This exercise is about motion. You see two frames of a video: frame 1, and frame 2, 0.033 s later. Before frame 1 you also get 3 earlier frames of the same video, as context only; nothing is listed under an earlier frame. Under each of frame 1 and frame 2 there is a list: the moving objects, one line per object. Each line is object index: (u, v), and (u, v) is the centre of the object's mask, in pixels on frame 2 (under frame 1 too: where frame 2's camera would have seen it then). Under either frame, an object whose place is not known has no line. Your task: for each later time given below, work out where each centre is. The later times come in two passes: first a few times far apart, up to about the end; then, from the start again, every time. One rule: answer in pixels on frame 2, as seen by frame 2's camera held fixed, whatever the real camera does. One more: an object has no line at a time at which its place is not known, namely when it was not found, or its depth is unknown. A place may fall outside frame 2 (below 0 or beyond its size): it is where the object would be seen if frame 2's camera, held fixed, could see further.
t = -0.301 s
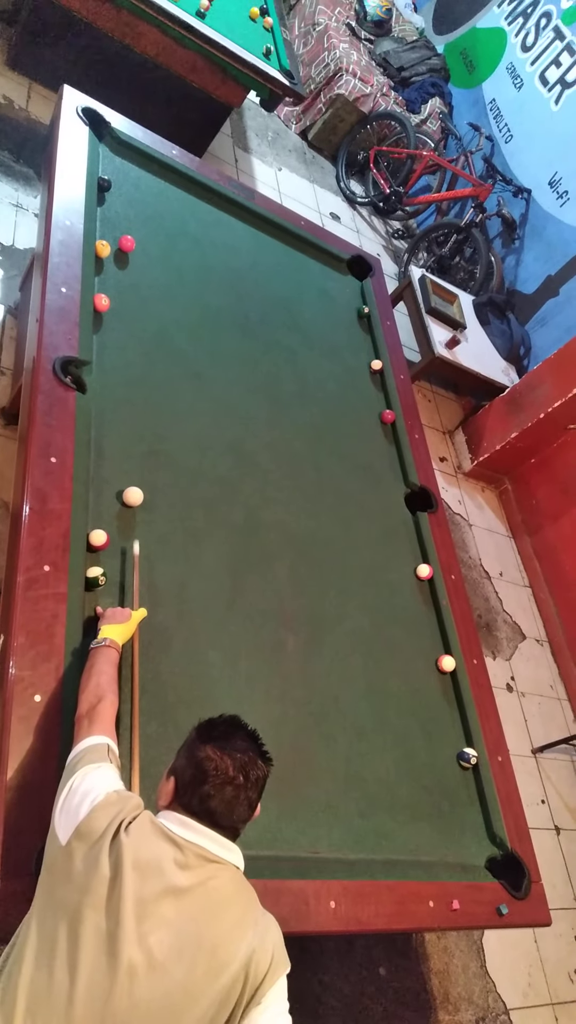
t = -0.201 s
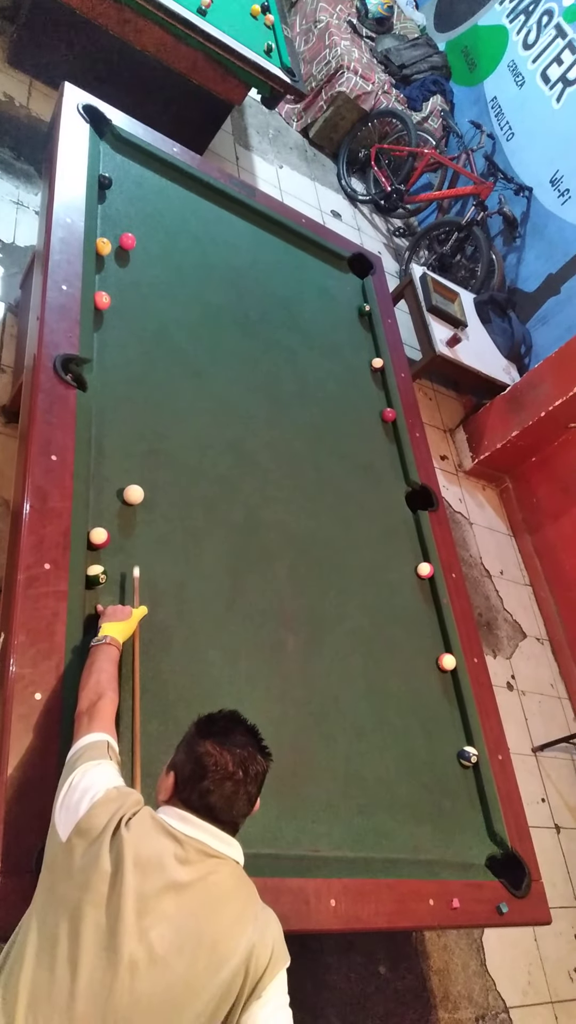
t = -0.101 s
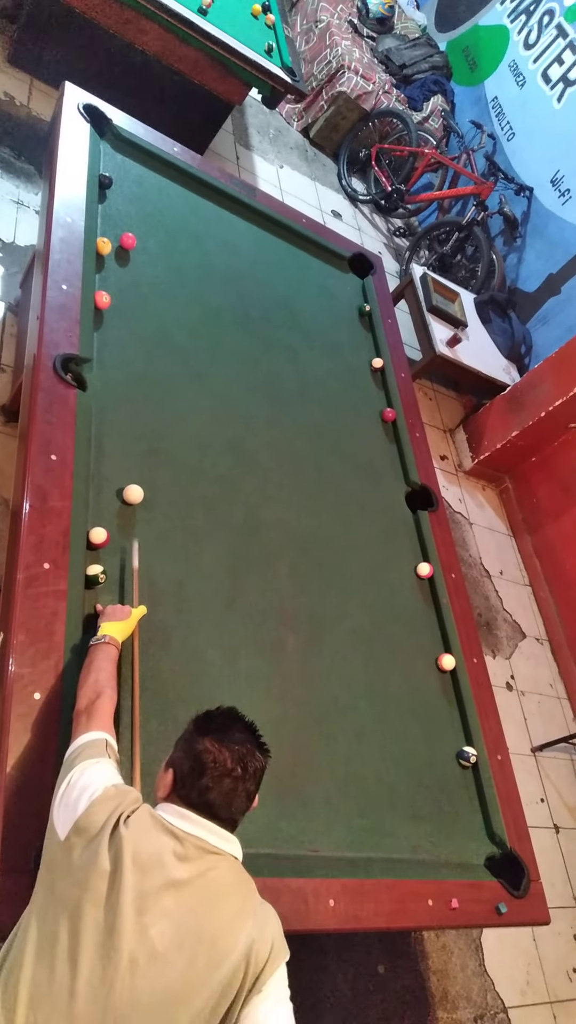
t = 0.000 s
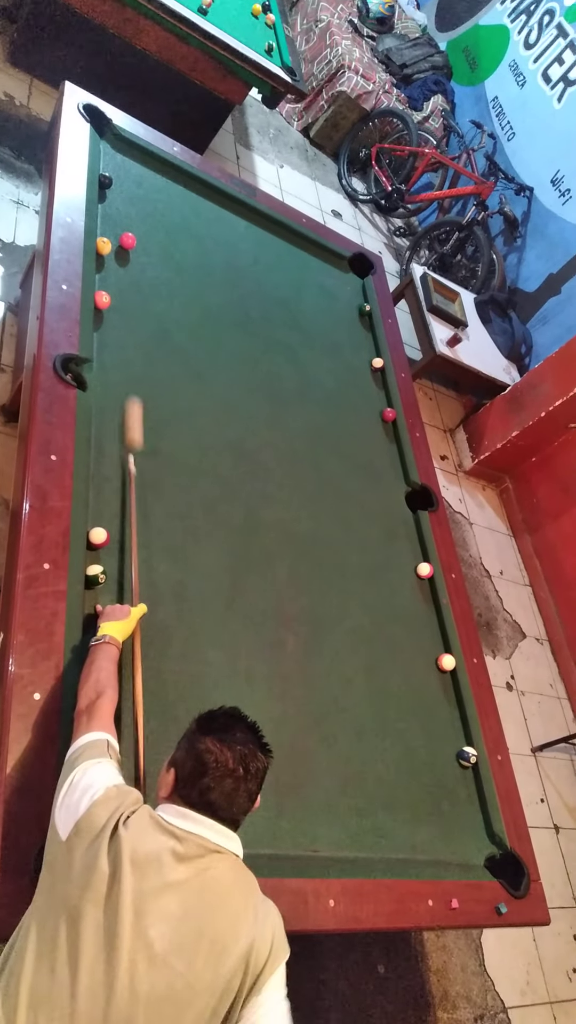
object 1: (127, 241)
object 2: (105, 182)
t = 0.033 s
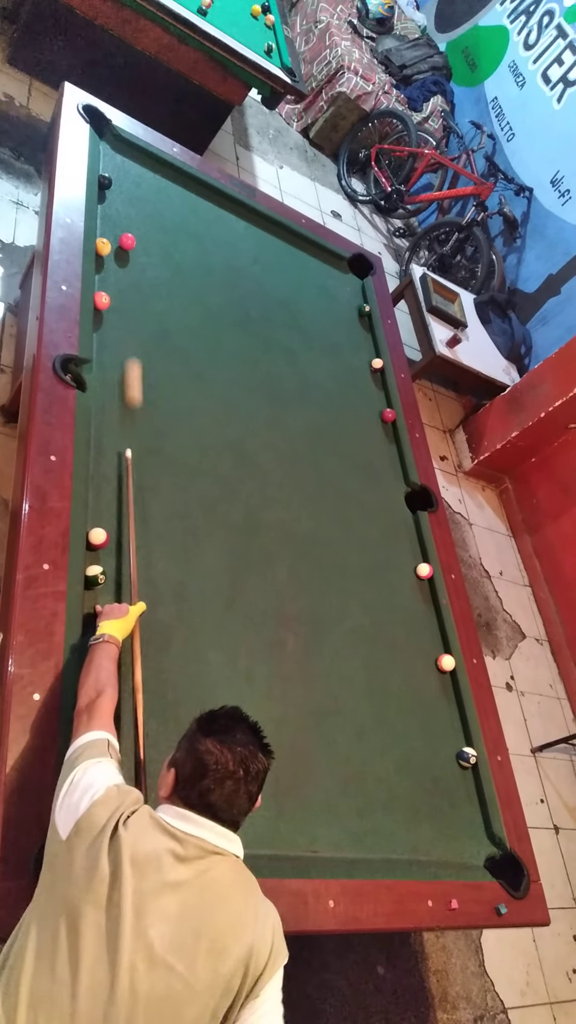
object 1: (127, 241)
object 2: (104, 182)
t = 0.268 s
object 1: (113, 195)
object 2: (105, 178)
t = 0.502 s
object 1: (158, 211)
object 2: (113, 158)
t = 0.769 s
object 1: (203, 226)
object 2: (122, 145)
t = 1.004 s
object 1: (238, 239)
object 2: (129, 160)
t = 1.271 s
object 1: (274, 251)
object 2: (137, 177)
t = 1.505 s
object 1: (303, 261)
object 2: (144, 190)
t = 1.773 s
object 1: (333, 271)
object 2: (151, 204)
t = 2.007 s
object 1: (357, 279)
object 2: (156, 215)
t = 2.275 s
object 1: (347, 280)
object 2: (162, 227)
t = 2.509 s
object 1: (337, 281)
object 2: (167, 236)
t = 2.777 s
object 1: (326, 282)
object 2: (172, 244)
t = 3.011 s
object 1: (316, 282)
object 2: (177, 250)
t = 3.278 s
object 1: (306, 281)
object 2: (180, 256)
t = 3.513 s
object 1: (297, 281)
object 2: (183, 260)
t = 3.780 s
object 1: (289, 280)
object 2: (185, 262)
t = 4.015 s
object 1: (282, 280)
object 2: (186, 263)
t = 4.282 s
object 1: (275, 279)
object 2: (186, 264)
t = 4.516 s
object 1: (270, 278)
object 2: (186, 263)
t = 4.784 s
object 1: (264, 277)
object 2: (186, 264)
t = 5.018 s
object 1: (261, 277)
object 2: (187, 263)
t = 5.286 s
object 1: (258, 276)
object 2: (186, 263)
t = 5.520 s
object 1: (256, 276)
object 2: (186, 264)
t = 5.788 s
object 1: (256, 276)
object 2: (187, 264)
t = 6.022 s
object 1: (257, 276)
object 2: (187, 263)
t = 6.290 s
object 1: (256, 276)
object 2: (186, 263)
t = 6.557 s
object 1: (256, 276)
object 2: (187, 264)
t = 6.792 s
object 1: (256, 276)
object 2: (187, 263)
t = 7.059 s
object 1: (256, 276)
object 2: (187, 263)
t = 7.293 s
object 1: (256, 276)
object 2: (187, 264)
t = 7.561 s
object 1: (257, 276)
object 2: (187, 264)
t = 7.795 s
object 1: (256, 276)
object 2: (187, 264)
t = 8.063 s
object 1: (256, 276)
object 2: (187, 263)
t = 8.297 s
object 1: (256, 276)
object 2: (186, 264)
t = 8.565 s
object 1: (256, 276)
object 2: (187, 263)
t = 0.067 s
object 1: (127, 241)
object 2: (105, 182)
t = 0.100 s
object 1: (127, 241)
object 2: (104, 182)
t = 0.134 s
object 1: (127, 241)
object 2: (105, 182)
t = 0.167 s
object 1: (124, 234)
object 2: (105, 182)
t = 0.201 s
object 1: (111, 210)
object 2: (104, 182)
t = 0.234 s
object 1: (106, 194)
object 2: (104, 179)
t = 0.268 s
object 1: (113, 195)
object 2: (105, 178)
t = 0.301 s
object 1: (121, 198)
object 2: (106, 175)
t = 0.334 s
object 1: (128, 200)
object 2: (107, 173)
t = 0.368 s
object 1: (134, 203)
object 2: (108, 170)
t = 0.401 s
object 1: (140, 205)
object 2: (109, 167)
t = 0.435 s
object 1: (147, 207)
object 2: (110, 164)
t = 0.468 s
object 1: (152, 209)
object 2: (112, 161)
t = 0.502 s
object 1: (158, 211)
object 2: (113, 158)
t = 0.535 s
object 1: (164, 213)
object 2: (114, 155)
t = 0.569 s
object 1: (170, 215)
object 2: (115, 153)
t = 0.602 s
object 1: (176, 217)
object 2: (116, 150)
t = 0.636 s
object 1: (181, 219)
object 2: (117, 148)
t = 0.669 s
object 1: (187, 221)
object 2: (118, 145)
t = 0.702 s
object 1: (192, 223)
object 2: (119, 143)
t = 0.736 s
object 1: (198, 224)
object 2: (119, 143)
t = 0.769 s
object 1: (203, 226)
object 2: (122, 145)
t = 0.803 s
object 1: (208, 228)
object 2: (124, 147)
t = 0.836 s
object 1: (213, 230)
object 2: (124, 150)
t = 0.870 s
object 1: (218, 232)
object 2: (125, 152)
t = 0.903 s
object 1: (224, 233)
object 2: (126, 154)
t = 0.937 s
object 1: (228, 235)
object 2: (127, 156)
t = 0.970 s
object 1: (233, 237)
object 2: (128, 158)
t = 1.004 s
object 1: (238, 239)
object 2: (129, 160)
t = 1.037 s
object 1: (243, 240)
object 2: (130, 162)
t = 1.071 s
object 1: (247, 242)
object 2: (131, 165)
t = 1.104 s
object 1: (252, 244)
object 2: (132, 167)
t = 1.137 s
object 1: (257, 245)
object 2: (133, 169)
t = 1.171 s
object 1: (261, 246)
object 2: (134, 172)
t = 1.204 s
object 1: (265, 248)
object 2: (135, 173)
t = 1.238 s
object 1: (270, 249)
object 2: (136, 175)
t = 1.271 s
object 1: (274, 251)
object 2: (137, 177)
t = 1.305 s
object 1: (279, 253)
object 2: (138, 179)
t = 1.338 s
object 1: (283, 254)
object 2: (139, 181)
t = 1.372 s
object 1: (287, 255)
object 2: (140, 183)
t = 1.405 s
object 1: (291, 257)
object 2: (141, 185)
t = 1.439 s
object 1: (295, 258)
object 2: (142, 187)
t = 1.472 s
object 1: (299, 260)
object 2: (143, 189)
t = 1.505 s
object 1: (303, 261)
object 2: (144, 190)
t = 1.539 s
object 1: (307, 262)
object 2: (144, 192)
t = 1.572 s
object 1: (311, 264)
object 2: (145, 194)
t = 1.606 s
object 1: (315, 265)
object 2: (146, 195)
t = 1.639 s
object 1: (318, 266)
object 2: (147, 198)
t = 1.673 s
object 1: (323, 267)
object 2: (148, 199)
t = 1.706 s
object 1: (326, 269)
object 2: (149, 201)
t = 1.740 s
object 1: (330, 270)
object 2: (150, 203)
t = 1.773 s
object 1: (333, 271)
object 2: (151, 204)
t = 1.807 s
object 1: (337, 272)
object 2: (151, 206)
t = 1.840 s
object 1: (340, 274)
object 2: (152, 208)
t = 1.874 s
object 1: (343, 275)
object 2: (153, 209)
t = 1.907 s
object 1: (347, 276)
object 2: (154, 211)
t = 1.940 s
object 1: (350, 277)
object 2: (155, 212)
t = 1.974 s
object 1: (354, 278)
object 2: (156, 214)
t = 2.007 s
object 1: (357, 279)
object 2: (156, 215)
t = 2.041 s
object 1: (356, 279)
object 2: (157, 217)
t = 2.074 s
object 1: (355, 280)
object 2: (158, 219)
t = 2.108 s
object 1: (354, 280)
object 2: (159, 220)
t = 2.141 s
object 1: (352, 280)
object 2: (160, 222)
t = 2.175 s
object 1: (351, 280)
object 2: (160, 223)
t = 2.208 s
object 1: (349, 280)
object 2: (161, 224)
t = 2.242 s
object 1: (348, 280)
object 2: (162, 226)
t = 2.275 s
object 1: (347, 280)
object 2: (162, 227)
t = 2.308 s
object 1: (345, 281)
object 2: (163, 228)
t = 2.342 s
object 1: (344, 281)
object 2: (164, 229)
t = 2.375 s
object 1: (342, 281)
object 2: (165, 231)
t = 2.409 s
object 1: (341, 281)
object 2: (165, 232)
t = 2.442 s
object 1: (339, 281)
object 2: (166, 233)
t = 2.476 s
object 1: (338, 281)
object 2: (167, 234)
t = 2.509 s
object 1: (337, 281)
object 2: (167, 236)
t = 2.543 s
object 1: (335, 282)
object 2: (168, 237)
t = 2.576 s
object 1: (334, 282)
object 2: (169, 238)
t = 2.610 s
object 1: (332, 282)
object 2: (169, 239)
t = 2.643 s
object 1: (331, 282)
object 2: (170, 240)
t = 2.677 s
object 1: (330, 282)
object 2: (171, 241)
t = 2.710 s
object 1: (328, 282)
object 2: (171, 242)
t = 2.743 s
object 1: (327, 282)
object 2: (172, 243)
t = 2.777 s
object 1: (326, 282)
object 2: (172, 244)
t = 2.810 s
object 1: (324, 282)
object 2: (173, 245)
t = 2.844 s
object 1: (323, 282)
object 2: (174, 246)
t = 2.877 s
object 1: (322, 282)
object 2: (174, 247)
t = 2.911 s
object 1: (320, 282)
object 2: (175, 248)
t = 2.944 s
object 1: (319, 282)
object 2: (175, 249)
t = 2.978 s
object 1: (318, 282)
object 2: (176, 249)
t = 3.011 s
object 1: (316, 282)
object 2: (177, 250)
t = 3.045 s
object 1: (315, 282)
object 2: (177, 251)
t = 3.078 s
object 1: (314, 282)
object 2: (178, 252)
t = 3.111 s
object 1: (312, 282)
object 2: (178, 253)
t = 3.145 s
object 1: (311, 282)
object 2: (179, 253)
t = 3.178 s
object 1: (310, 282)
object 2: (179, 254)
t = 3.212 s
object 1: (308, 282)
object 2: (179, 254)
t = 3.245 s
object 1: (307, 281)
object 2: (180, 255)
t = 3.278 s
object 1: (306, 281)
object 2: (180, 256)
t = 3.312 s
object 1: (305, 281)
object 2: (181, 256)
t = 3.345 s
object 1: (303, 281)
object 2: (181, 257)
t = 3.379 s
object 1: (302, 281)
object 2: (181, 258)
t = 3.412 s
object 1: (301, 281)
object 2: (182, 258)
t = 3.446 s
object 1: (299, 281)
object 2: (182, 259)
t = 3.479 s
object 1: (299, 281)
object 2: (183, 259)
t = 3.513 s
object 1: (297, 281)
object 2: (183, 260)
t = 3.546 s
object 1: (296, 281)
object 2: (183, 260)
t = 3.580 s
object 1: (295, 281)
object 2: (184, 260)
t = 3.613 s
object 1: (294, 281)
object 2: (184, 260)
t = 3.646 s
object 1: (293, 280)
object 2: (184, 261)
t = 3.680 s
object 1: (292, 280)
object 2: (185, 261)
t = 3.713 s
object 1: (291, 280)
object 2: (185, 262)
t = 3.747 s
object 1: (290, 280)
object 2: (185, 262)
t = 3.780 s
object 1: (289, 280)
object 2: (185, 262)
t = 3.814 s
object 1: (288, 280)
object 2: (185, 262)
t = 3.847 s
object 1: (287, 280)
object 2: (186, 263)
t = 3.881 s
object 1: (286, 280)
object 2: (186, 263)
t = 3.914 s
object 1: (285, 280)
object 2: (186, 263)
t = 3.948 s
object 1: (284, 280)
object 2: (186, 263)
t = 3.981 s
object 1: (283, 280)
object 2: (186, 263)
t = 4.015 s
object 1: (282, 280)
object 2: (186, 263)
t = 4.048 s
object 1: (281, 280)
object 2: (186, 263)
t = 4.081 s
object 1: (280, 280)
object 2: (186, 264)
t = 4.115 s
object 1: (279, 280)
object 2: (186, 264)
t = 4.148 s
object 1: (278, 280)
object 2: (186, 264)
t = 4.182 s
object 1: (277, 279)
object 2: (187, 263)
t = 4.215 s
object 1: (277, 279)
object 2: (187, 263)
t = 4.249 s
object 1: (276, 279)
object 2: (187, 264)
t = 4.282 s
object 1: (275, 279)
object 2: (186, 264)
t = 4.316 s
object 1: (274, 279)
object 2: (186, 264)
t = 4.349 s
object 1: (273, 279)
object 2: (187, 264)
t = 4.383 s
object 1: (273, 279)
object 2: (187, 263)
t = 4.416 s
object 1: (272, 279)
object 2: (186, 263)
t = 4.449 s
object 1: (271, 279)
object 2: (187, 263)
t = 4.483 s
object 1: (270, 278)
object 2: (187, 263)
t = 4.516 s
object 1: (270, 278)
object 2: (186, 263)
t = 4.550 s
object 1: (269, 278)
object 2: (186, 263)
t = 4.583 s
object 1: (268, 278)
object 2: (187, 264)
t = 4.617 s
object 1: (268, 278)
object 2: (186, 263)
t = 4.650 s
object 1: (267, 278)
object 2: (186, 263)
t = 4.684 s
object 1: (266, 278)
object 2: (187, 264)
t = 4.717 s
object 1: (266, 278)
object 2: (186, 264)
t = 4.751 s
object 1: (265, 278)
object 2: (186, 264)
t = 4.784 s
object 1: (264, 277)
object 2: (186, 264)
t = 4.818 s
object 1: (264, 277)
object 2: (187, 263)
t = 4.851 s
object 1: (263, 278)
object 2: (187, 264)
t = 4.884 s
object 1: (263, 277)
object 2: (187, 263)
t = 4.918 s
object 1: (263, 277)
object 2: (187, 263)
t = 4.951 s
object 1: (262, 277)
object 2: (187, 263)
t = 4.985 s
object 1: (262, 277)
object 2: (187, 263)
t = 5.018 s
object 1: (261, 277)
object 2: (187, 263)
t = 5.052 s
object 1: (261, 277)
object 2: (187, 263)
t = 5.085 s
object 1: (260, 277)
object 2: (187, 263)
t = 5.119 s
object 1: (260, 276)
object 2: (187, 263)
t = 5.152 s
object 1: (259, 277)
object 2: (186, 263)
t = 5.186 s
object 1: (259, 276)
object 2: (186, 264)
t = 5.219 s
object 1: (258, 276)
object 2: (186, 264)
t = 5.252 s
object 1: (258, 276)
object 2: (186, 263)
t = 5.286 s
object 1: (258, 276)
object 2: (186, 263)
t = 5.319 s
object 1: (258, 276)
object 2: (186, 263)
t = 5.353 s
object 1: (257, 276)
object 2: (186, 264)
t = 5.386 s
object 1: (257, 276)
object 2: (186, 263)
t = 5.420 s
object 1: (257, 276)
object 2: (186, 263)
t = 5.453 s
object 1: (257, 276)
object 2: (187, 263)
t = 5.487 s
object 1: (256, 276)
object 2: (186, 263)
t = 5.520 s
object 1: (256, 276)
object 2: (186, 264)
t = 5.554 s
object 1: (256, 276)
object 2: (187, 263)
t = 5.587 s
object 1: (256, 276)
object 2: (186, 263)
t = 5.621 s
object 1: (256, 276)
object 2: (186, 263)
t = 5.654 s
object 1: (256, 276)
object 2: (186, 264)
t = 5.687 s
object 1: (256, 276)
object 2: (186, 264)
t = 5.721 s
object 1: (256, 276)
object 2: (186, 263)
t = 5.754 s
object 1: (256, 276)
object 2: (186, 263)
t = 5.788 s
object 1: (256, 276)
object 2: (187, 264)
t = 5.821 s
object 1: (256, 276)
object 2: (186, 264)
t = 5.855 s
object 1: (256, 276)
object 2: (186, 264)
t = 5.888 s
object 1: (256, 276)
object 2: (187, 263)
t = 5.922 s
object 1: (256, 276)
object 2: (187, 264)
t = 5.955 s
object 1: (256, 276)
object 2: (187, 264)
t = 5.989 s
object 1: (257, 276)
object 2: (187, 263)
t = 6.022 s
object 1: (257, 276)
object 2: (187, 263)
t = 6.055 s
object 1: (257, 276)
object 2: (187, 263)
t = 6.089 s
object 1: (256, 276)
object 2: (187, 263)
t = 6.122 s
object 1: (256, 276)
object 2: (187, 263)
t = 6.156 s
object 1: (257, 276)
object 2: (187, 264)
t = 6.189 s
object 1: (256, 276)
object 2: (186, 264)
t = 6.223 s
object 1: (257, 276)
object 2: (187, 264)
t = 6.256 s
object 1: (256, 276)
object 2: (187, 263)
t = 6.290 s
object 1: (256, 276)
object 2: (186, 263)
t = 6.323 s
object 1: (256, 276)
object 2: (186, 264)
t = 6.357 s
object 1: (256, 276)
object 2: (186, 263)
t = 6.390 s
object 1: (256, 276)
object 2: (187, 264)
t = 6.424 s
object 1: (256, 276)
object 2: (186, 264)
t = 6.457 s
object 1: (256, 276)
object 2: (186, 263)
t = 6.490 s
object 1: (256, 276)
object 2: (186, 263)
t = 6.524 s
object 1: (256, 276)
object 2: (186, 264)
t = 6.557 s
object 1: (256, 276)
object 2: (187, 264)
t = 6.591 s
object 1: (256, 276)
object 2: (186, 264)
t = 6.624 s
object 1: (256, 276)
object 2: (186, 264)
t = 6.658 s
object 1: (256, 276)
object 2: (186, 264)
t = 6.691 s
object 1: (256, 276)
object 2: (186, 264)
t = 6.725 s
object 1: (256, 276)
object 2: (186, 263)
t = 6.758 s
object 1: (256, 276)
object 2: (186, 264)
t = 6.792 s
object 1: (256, 276)
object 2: (187, 263)
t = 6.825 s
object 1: (256, 276)
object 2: (187, 264)
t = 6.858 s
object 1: (256, 276)
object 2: (187, 264)
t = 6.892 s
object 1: (256, 276)
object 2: (187, 263)
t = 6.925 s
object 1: (257, 276)
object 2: (187, 264)
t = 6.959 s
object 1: (256, 276)
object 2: (187, 264)
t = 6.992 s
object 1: (256, 276)
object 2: (187, 263)
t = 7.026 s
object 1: (256, 276)
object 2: (187, 264)
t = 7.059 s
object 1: (256, 276)
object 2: (187, 263)
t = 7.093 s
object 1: (256, 276)
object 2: (187, 264)
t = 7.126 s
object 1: (256, 276)
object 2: (187, 264)
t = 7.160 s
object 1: (256, 276)
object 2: (187, 263)
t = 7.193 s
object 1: (256, 276)
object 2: (187, 264)
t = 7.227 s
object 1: (256, 276)
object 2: (186, 264)
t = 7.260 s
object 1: (256, 276)
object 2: (187, 263)
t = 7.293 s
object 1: (256, 276)
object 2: (187, 264)
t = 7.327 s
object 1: (256, 276)
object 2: (186, 264)
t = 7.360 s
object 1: (256, 276)
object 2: (186, 263)
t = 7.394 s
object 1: (256, 276)
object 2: (186, 264)
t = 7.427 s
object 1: (256, 276)
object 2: (186, 264)
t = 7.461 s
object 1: (256, 276)
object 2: (186, 264)
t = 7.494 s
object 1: (256, 276)
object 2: (187, 263)
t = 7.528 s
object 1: (256, 276)
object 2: (186, 263)
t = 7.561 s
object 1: (257, 276)
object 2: (187, 264)
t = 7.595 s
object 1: (257, 276)
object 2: (187, 264)
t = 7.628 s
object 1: (256, 276)
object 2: (186, 263)
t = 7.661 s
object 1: (256, 276)
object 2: (186, 263)
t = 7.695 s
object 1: (256, 276)
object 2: (187, 264)
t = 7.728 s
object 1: (256, 276)
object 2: (187, 264)
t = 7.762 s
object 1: (256, 276)
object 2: (187, 264)
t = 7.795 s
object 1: (256, 276)
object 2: (187, 264)
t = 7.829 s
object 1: (256, 276)
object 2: (187, 264)
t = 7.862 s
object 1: (256, 276)
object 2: (186, 264)
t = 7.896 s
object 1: (256, 276)
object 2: (187, 263)
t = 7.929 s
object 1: (256, 276)
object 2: (187, 263)
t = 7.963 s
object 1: (256, 276)
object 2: (187, 264)
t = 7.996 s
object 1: (256, 276)
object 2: (187, 264)
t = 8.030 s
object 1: (256, 276)
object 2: (187, 263)
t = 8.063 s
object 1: (256, 276)
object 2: (187, 263)
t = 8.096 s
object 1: (256, 276)
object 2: (187, 264)
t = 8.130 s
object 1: (256, 276)
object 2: (187, 263)
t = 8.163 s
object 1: (256, 276)
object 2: (187, 263)
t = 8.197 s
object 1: (256, 276)
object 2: (187, 263)
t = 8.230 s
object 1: (256, 276)
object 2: (187, 263)
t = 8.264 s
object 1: (256, 276)
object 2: (186, 264)
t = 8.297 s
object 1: (256, 276)
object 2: (186, 264)
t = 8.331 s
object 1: (256, 276)
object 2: (186, 264)
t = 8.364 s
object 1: (256, 276)
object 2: (187, 263)
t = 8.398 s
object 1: (256, 276)
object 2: (187, 263)
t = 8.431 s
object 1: (256, 276)
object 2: (186, 264)
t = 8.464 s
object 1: (256, 276)
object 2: (187, 263)
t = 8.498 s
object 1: (256, 276)
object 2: (187, 264)
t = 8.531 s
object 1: (256, 276)
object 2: (187, 263)
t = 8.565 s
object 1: (256, 276)
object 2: (187, 263)
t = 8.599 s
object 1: (256, 276)
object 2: (187, 263)
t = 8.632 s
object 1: (256, 276)
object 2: (187, 263)
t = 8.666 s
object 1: (257, 276)
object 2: (187, 263)
